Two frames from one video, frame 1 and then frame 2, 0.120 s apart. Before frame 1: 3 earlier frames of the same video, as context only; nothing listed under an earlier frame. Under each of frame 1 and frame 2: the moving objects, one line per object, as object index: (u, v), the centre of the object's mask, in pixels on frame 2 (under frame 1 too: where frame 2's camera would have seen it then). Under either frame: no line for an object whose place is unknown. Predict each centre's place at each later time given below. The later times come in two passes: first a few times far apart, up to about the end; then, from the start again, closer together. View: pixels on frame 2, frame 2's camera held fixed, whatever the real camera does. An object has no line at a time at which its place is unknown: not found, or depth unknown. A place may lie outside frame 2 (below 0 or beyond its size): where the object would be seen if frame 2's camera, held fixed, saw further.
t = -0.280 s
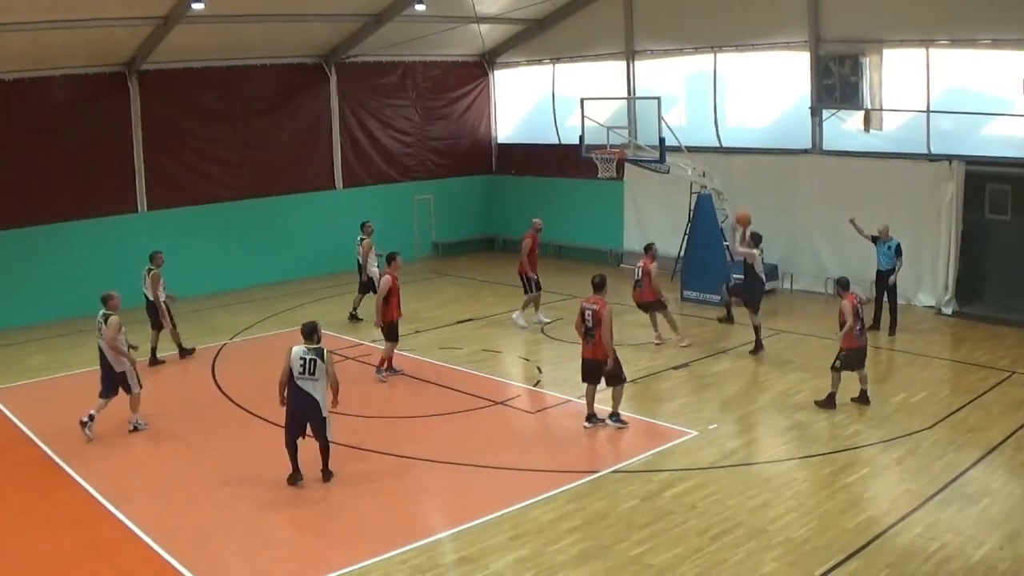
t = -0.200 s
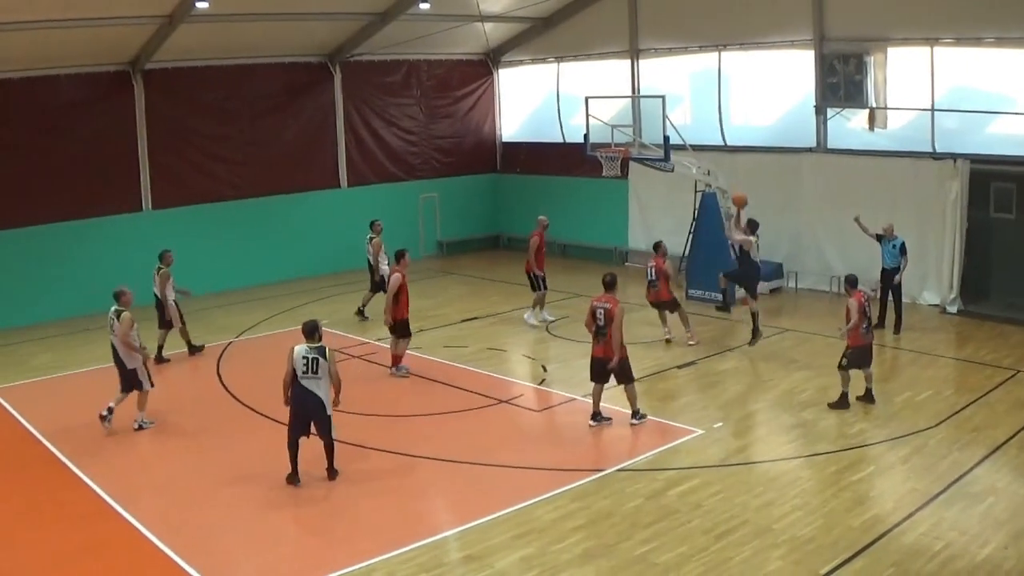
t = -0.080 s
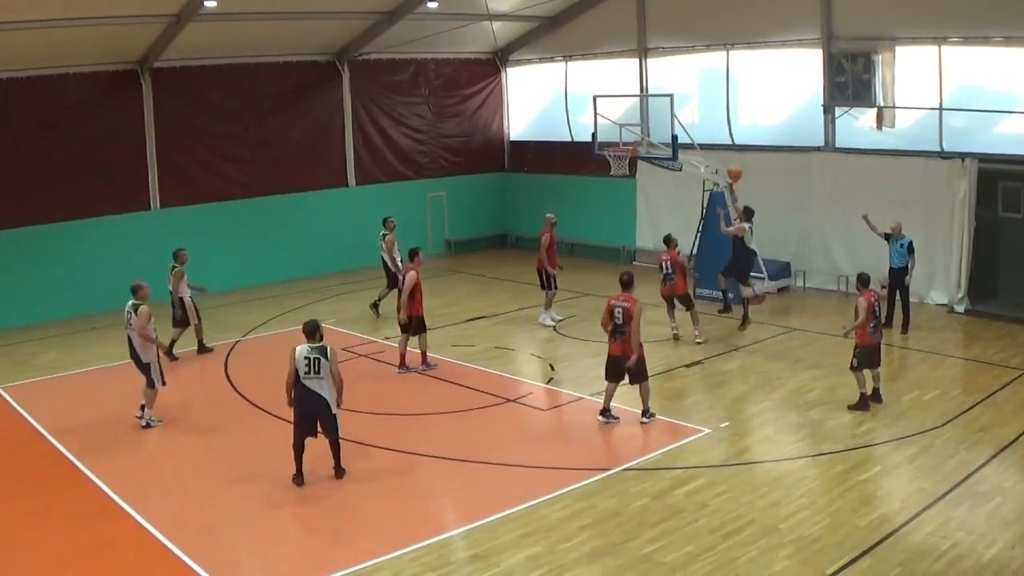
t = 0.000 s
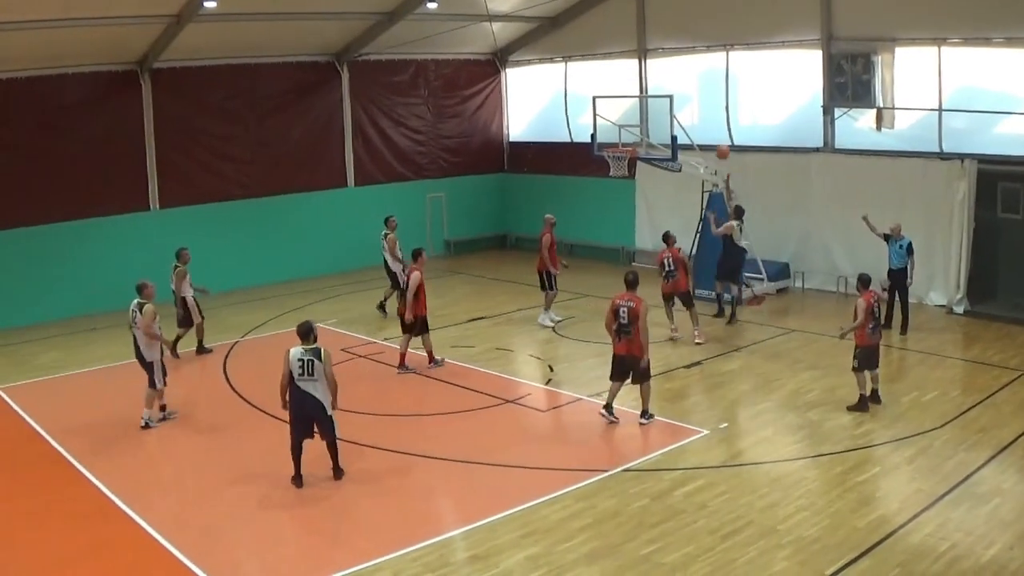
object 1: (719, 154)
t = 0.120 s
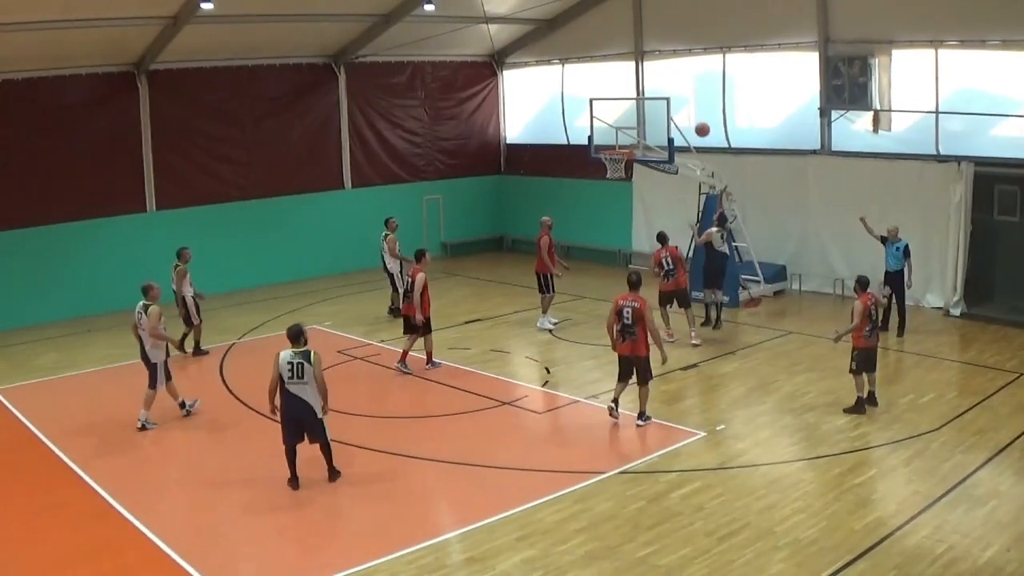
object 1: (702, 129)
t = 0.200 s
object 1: (691, 118)
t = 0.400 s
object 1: (665, 108)
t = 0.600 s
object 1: (640, 123)
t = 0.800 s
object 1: (623, 136)
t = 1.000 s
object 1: (621, 117)
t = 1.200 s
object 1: (618, 122)
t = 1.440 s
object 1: (614, 147)
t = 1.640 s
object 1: (613, 164)
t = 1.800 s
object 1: (620, 187)
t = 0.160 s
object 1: (696, 123)
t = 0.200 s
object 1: (691, 118)
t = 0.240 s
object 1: (685, 114)
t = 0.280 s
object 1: (680, 111)
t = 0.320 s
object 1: (675, 109)
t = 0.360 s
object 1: (670, 108)
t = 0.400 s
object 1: (665, 108)
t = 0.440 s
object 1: (660, 109)
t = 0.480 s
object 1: (655, 111)
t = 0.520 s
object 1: (650, 114)
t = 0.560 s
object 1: (645, 119)
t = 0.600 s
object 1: (640, 123)
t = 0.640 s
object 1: (635, 128)
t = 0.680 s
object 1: (631, 134)
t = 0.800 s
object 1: (623, 136)
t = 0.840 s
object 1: (623, 131)
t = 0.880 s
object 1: (622, 126)
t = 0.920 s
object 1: (621, 122)
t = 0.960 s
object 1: (621, 119)
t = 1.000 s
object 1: (621, 117)
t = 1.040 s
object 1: (621, 116)
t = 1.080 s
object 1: (620, 116)
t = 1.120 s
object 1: (619, 117)
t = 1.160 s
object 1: (619, 119)
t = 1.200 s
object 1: (618, 122)
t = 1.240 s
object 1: (618, 125)
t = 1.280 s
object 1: (617, 130)
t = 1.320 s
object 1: (617, 136)
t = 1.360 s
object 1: (617, 141)
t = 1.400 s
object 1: (616, 147)
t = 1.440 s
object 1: (614, 147)
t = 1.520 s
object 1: (610, 150)
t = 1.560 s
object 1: (610, 153)
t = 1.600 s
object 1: (610, 155)
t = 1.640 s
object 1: (613, 164)
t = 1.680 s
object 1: (613, 169)
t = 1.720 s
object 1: (616, 175)
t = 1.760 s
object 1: (619, 180)
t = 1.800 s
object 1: (620, 187)
